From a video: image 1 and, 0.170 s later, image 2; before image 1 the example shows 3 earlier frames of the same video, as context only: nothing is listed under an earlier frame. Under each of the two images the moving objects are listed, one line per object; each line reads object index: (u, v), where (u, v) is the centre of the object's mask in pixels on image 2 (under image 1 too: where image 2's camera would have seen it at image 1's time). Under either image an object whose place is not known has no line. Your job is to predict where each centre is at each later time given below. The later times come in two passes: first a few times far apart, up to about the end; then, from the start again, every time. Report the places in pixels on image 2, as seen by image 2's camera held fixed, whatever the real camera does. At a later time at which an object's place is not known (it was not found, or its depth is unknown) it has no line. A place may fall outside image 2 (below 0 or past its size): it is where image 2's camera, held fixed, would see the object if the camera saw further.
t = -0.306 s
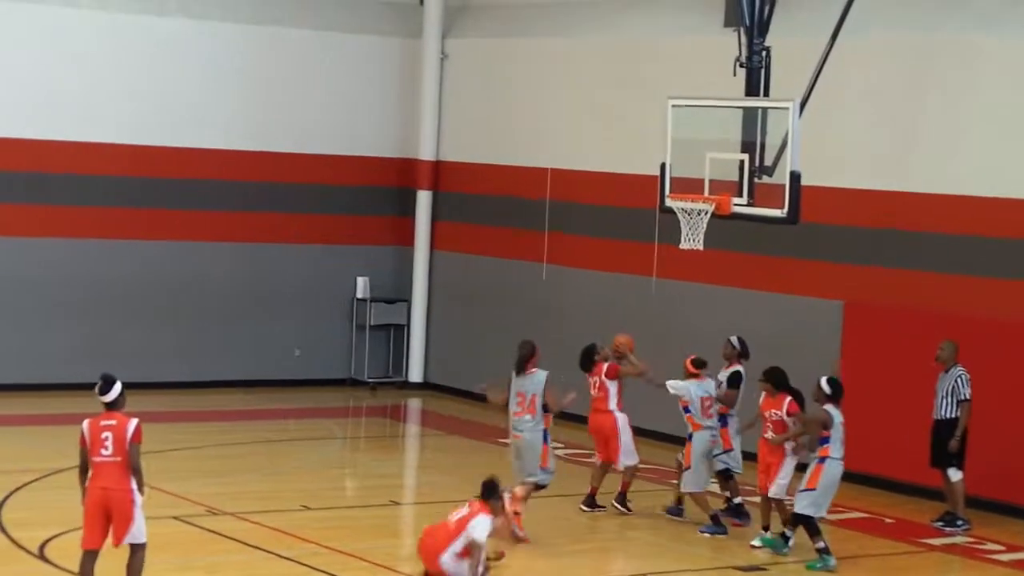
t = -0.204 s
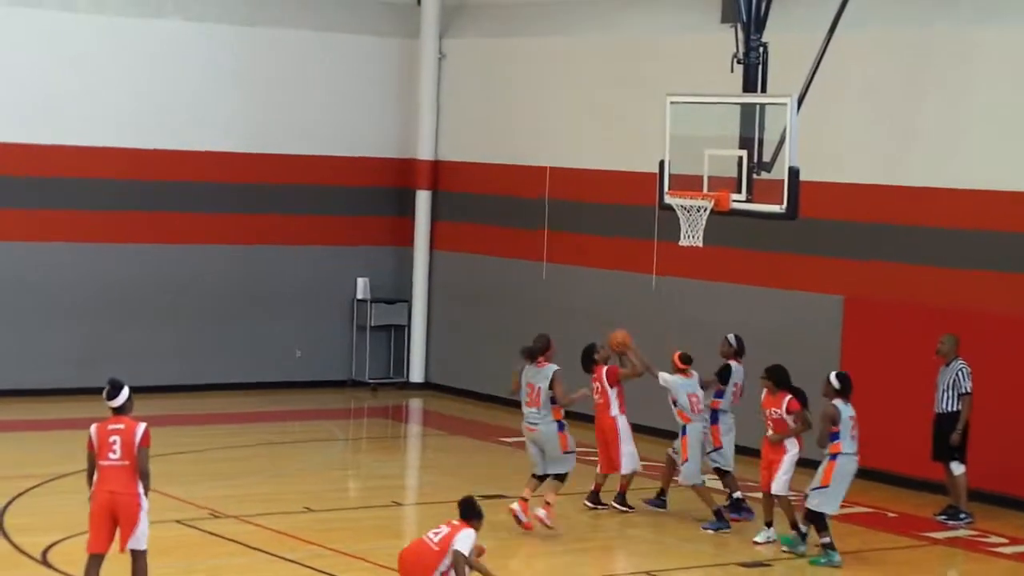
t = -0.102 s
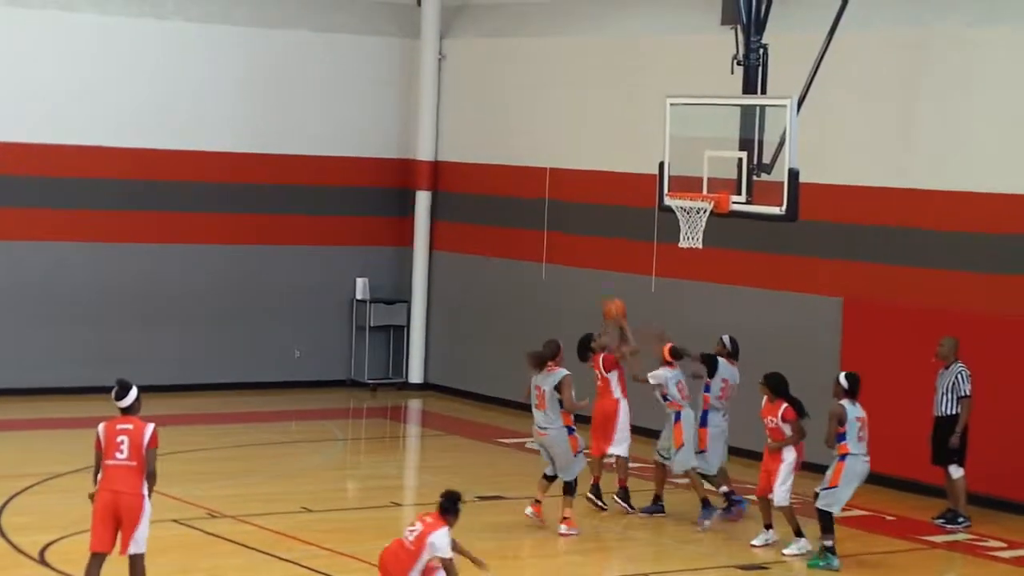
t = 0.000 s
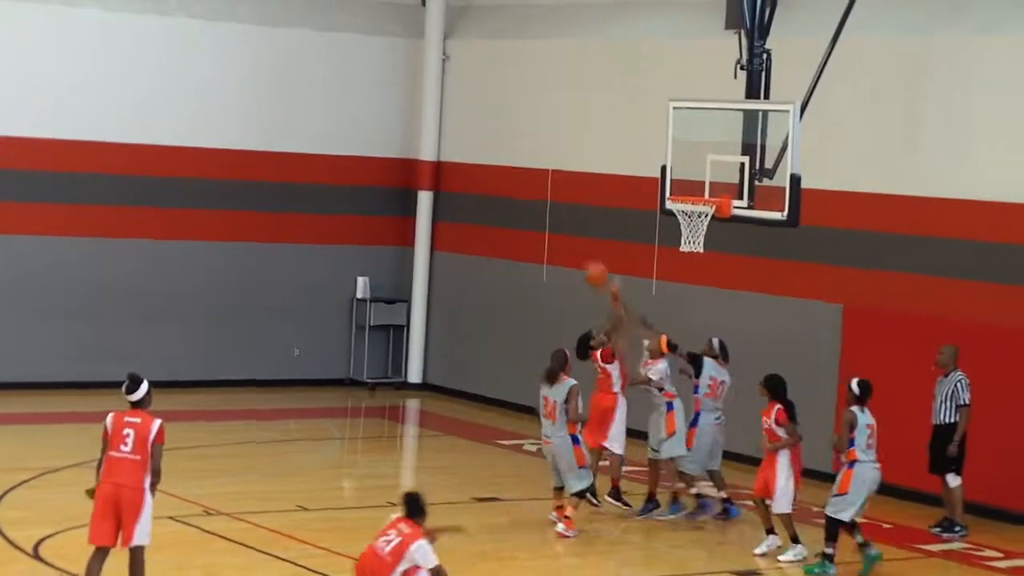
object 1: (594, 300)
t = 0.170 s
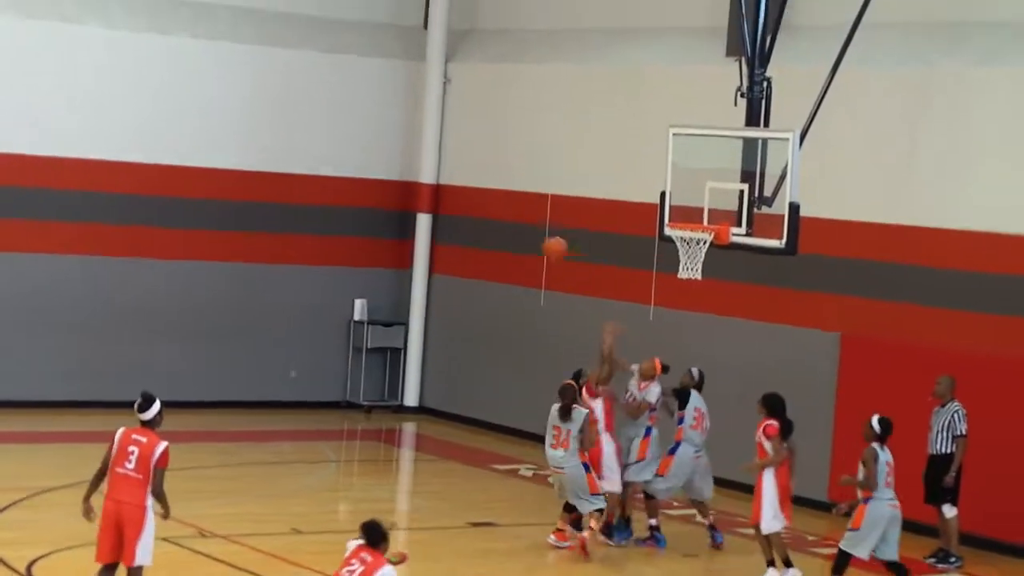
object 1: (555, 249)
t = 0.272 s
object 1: (529, 232)
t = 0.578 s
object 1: (453, 240)
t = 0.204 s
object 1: (546, 242)
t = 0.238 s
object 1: (538, 236)
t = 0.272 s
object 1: (529, 232)
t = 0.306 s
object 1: (521, 228)
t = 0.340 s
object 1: (513, 226)
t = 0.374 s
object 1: (504, 225)
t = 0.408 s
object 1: (496, 224)
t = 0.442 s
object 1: (487, 226)
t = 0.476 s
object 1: (479, 228)
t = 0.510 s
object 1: (470, 231)
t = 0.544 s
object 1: (461, 236)
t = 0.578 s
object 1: (453, 240)
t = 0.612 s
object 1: (443, 248)
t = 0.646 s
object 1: (434, 257)
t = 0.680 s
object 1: (425, 267)
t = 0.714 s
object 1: (414, 280)
